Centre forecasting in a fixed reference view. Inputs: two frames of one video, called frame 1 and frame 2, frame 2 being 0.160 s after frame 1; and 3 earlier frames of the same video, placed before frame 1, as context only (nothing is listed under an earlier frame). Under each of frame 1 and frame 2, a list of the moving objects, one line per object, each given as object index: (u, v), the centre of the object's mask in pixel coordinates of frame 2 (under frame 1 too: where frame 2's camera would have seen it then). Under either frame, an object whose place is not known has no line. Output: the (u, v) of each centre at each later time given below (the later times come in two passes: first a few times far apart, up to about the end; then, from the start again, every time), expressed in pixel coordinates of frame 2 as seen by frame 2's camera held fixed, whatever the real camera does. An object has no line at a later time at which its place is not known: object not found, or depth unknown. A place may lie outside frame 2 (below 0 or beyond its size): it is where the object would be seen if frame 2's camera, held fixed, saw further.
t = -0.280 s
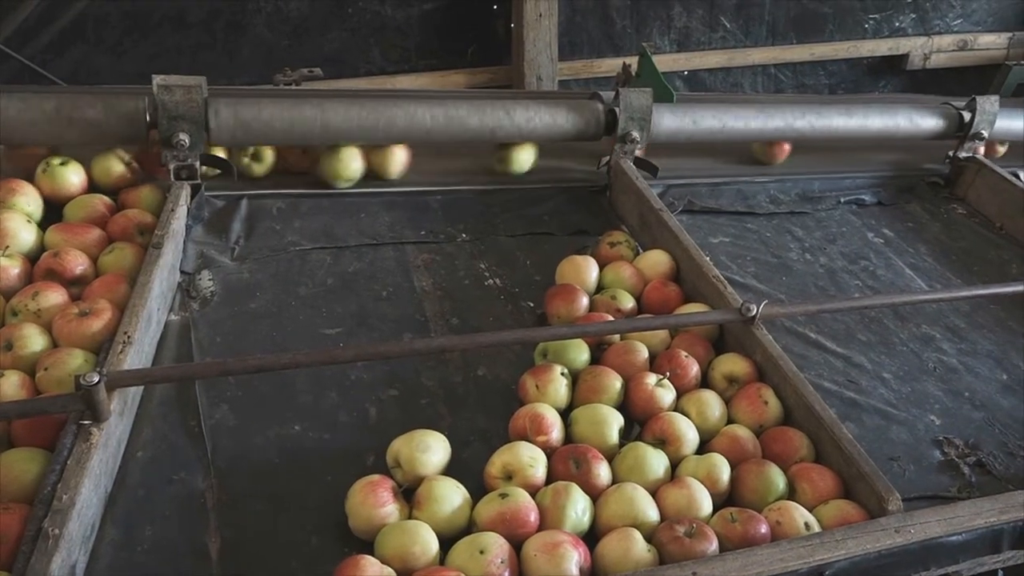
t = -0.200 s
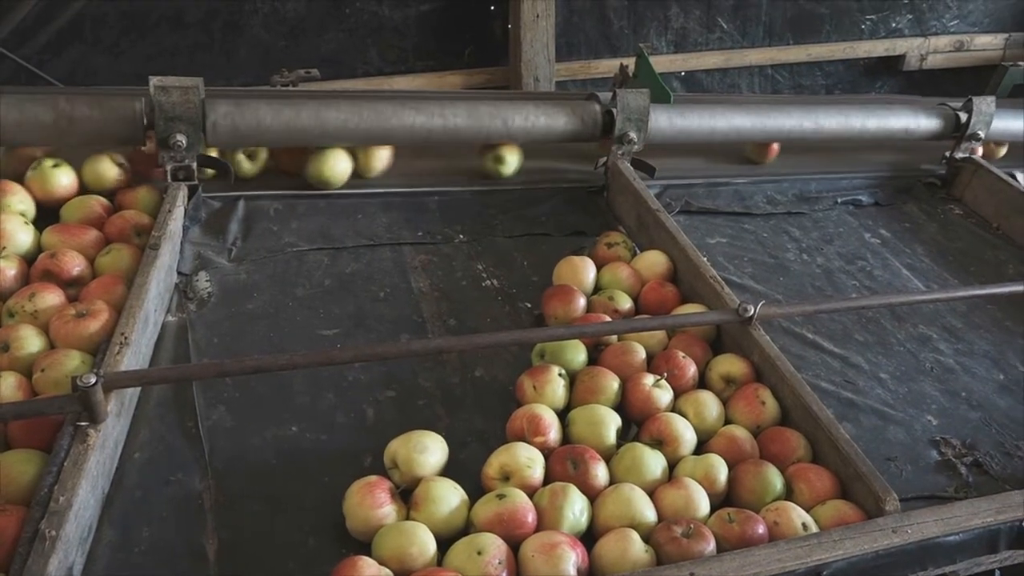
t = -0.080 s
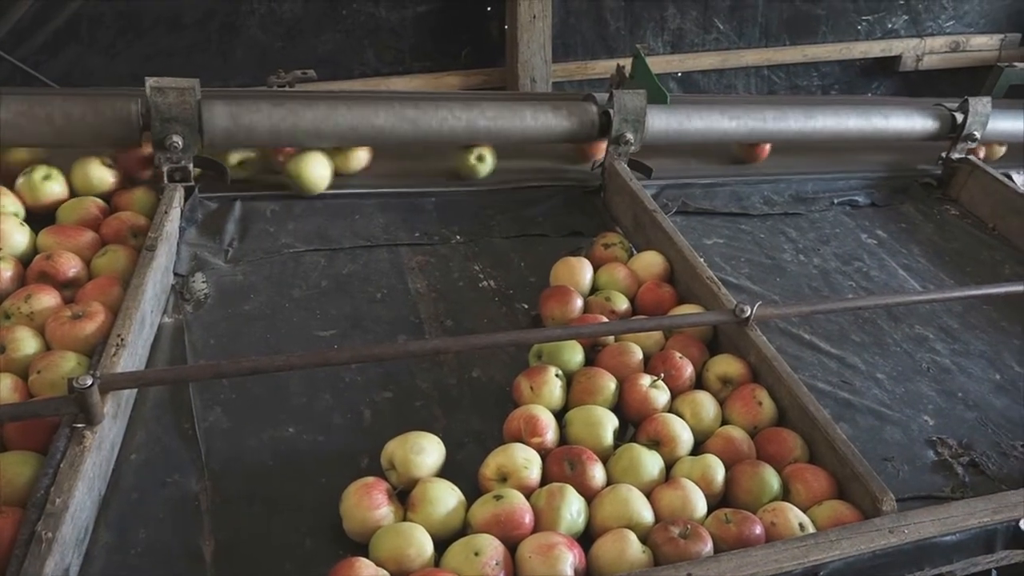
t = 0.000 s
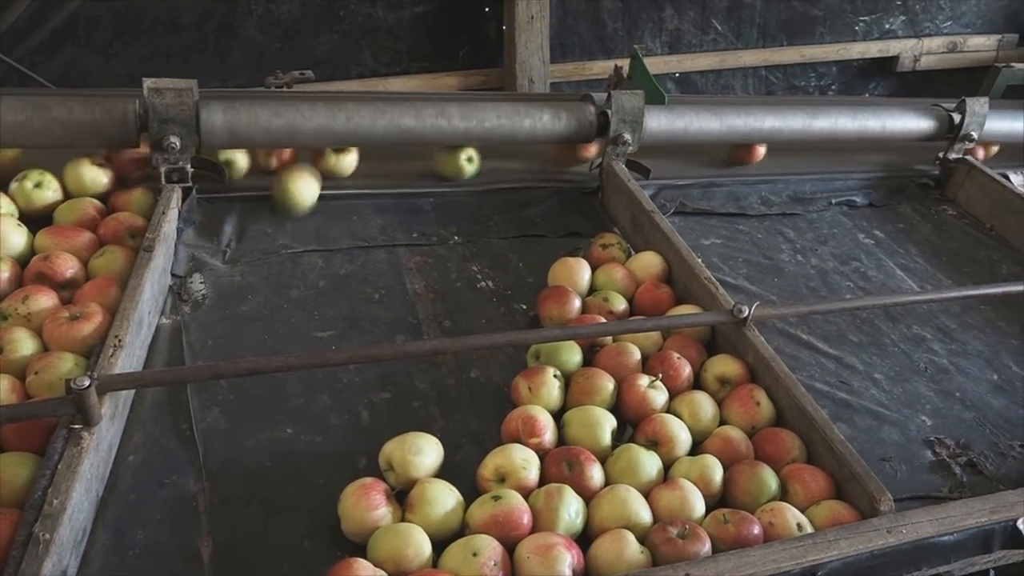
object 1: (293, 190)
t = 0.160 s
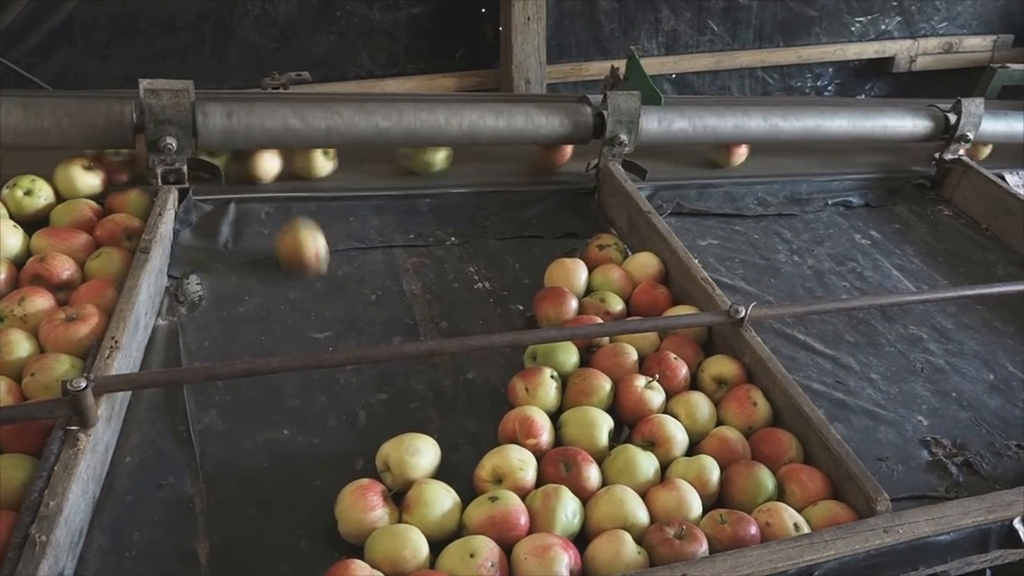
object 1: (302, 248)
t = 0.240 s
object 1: (316, 277)
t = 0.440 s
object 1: (373, 393)
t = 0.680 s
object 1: (392, 413)
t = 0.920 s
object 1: (393, 418)
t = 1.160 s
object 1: (392, 419)
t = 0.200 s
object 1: (307, 265)
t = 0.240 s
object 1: (316, 277)
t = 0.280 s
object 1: (324, 297)
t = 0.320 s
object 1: (333, 319)
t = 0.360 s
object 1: (342, 330)
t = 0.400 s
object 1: (359, 366)
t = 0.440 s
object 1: (373, 393)
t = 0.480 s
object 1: (387, 409)
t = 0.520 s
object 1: (391, 408)
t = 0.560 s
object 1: (392, 407)
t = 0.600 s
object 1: (393, 409)
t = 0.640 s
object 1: (393, 411)
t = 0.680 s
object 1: (392, 413)
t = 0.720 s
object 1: (390, 418)
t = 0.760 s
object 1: (391, 415)
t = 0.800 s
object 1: (393, 415)
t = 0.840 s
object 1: (393, 419)
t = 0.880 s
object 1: (393, 418)
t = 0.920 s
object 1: (393, 418)
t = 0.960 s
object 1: (392, 419)
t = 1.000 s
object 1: (392, 419)
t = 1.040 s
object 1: (392, 419)
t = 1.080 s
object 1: (392, 419)
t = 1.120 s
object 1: (392, 419)
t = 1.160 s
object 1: (392, 419)
